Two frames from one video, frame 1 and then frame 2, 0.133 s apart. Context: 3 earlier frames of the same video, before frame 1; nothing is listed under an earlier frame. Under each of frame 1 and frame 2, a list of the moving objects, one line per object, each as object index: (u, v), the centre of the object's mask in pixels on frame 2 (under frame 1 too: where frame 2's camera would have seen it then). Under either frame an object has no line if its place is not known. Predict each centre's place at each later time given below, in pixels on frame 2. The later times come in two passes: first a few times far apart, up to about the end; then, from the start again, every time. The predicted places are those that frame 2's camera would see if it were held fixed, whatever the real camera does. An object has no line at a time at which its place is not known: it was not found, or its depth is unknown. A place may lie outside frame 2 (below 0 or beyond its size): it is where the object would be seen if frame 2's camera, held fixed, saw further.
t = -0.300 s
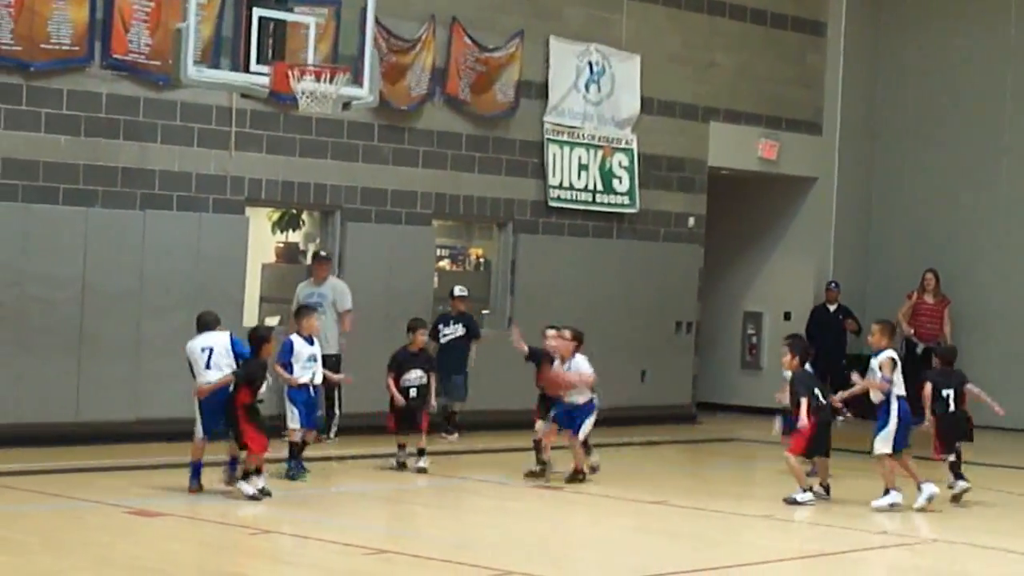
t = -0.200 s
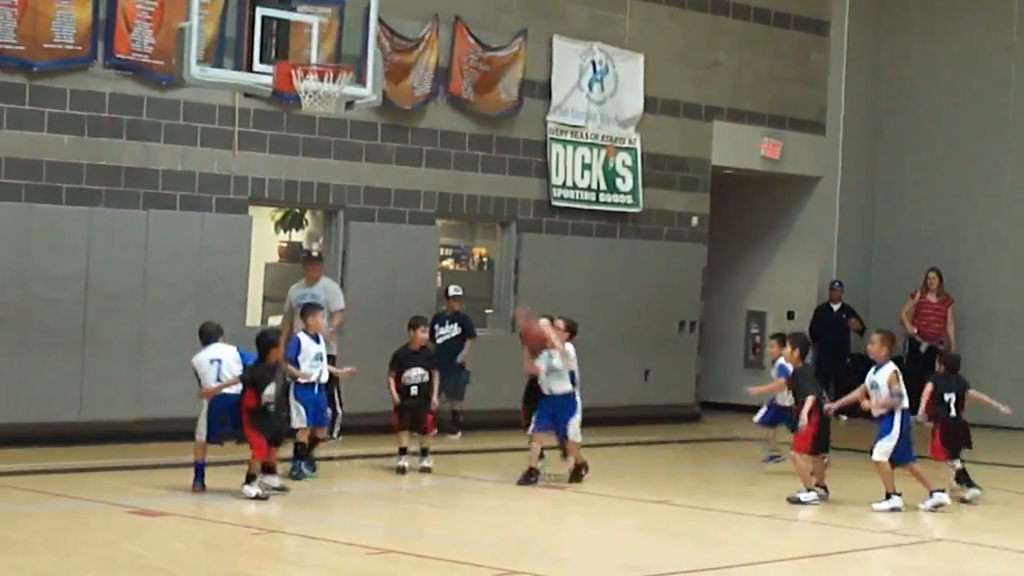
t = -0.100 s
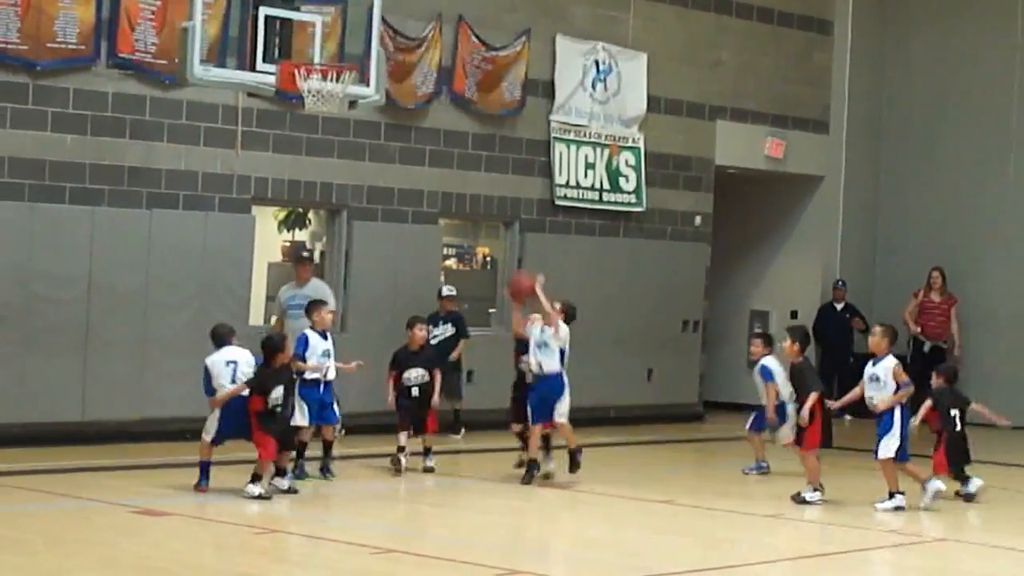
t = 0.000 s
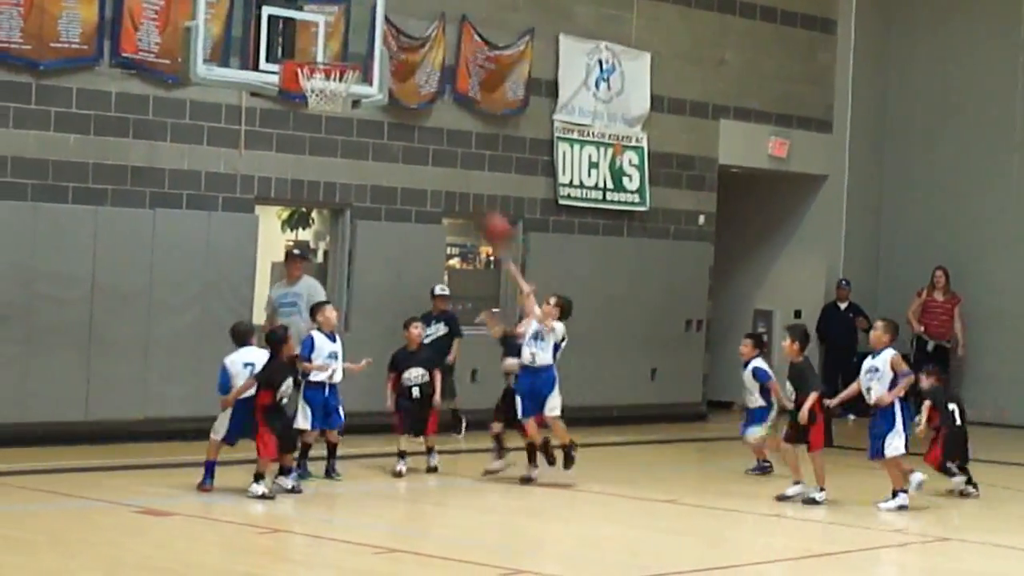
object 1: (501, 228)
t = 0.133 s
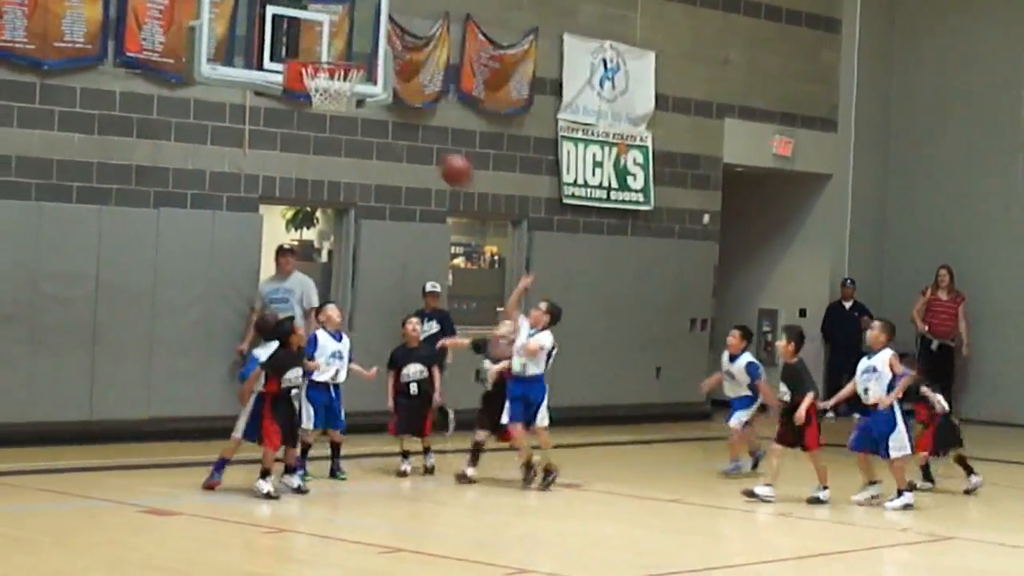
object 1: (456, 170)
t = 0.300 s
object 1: (397, 127)
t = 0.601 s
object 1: (282, 143)
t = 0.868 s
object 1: (165, 270)
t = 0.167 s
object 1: (445, 159)
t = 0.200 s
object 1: (433, 148)
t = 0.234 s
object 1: (422, 140)
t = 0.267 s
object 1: (409, 132)
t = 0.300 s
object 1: (397, 127)
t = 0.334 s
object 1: (385, 123)
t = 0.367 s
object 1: (373, 120)
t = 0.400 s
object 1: (361, 119)
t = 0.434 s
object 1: (347, 119)
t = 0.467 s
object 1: (336, 121)
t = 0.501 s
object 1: (321, 125)
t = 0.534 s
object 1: (308, 128)
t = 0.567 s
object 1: (295, 134)
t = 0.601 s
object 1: (282, 143)
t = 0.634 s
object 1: (267, 152)
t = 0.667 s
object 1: (254, 164)
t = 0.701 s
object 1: (240, 178)
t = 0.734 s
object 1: (225, 191)
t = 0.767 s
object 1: (212, 208)
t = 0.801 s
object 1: (196, 227)
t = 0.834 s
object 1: (180, 247)
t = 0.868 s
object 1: (165, 270)
